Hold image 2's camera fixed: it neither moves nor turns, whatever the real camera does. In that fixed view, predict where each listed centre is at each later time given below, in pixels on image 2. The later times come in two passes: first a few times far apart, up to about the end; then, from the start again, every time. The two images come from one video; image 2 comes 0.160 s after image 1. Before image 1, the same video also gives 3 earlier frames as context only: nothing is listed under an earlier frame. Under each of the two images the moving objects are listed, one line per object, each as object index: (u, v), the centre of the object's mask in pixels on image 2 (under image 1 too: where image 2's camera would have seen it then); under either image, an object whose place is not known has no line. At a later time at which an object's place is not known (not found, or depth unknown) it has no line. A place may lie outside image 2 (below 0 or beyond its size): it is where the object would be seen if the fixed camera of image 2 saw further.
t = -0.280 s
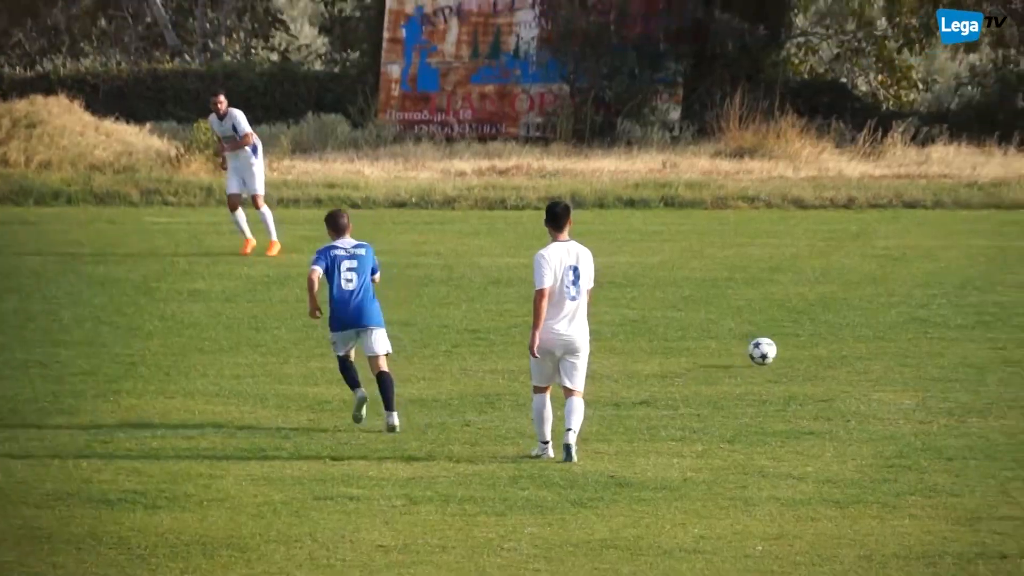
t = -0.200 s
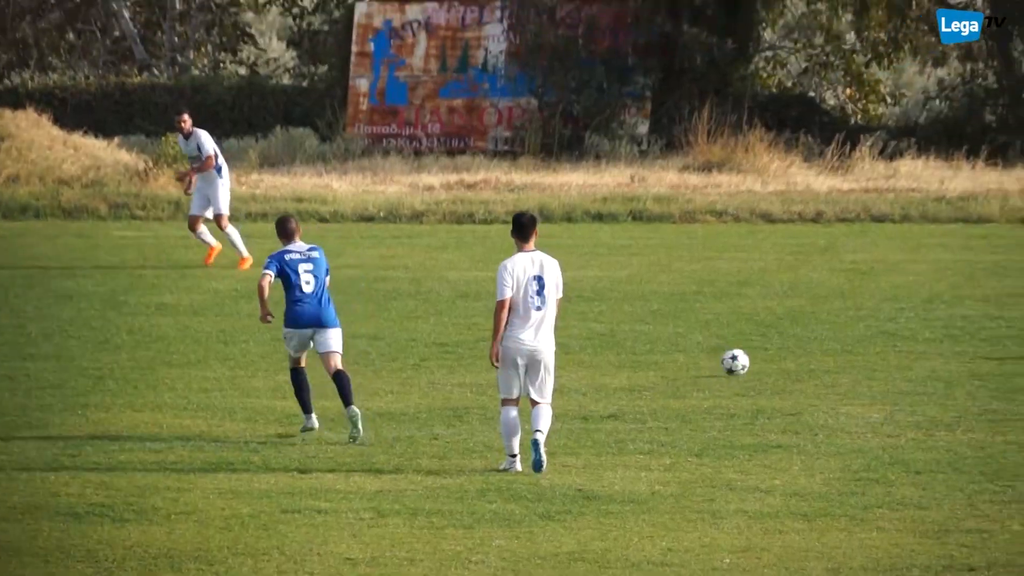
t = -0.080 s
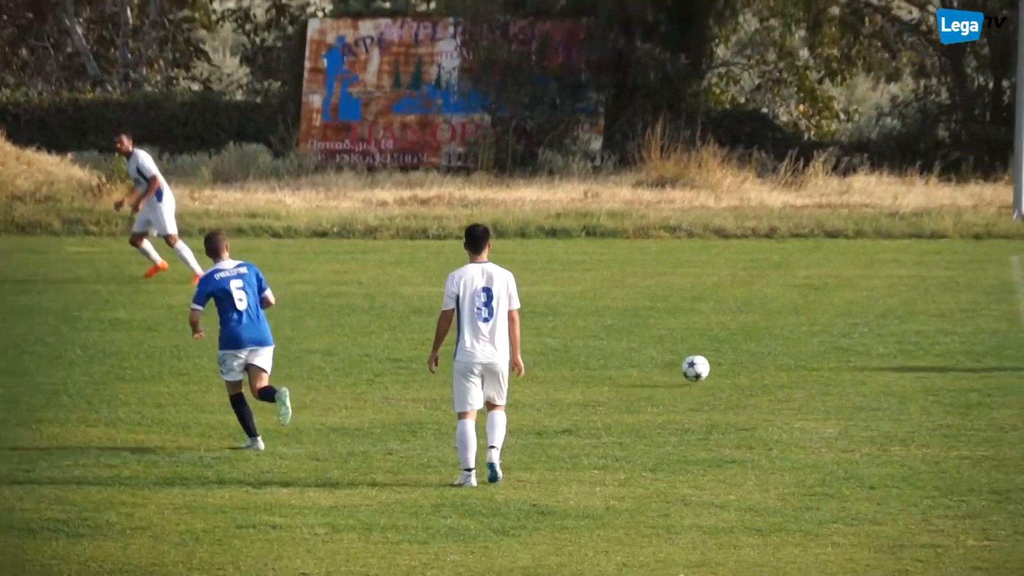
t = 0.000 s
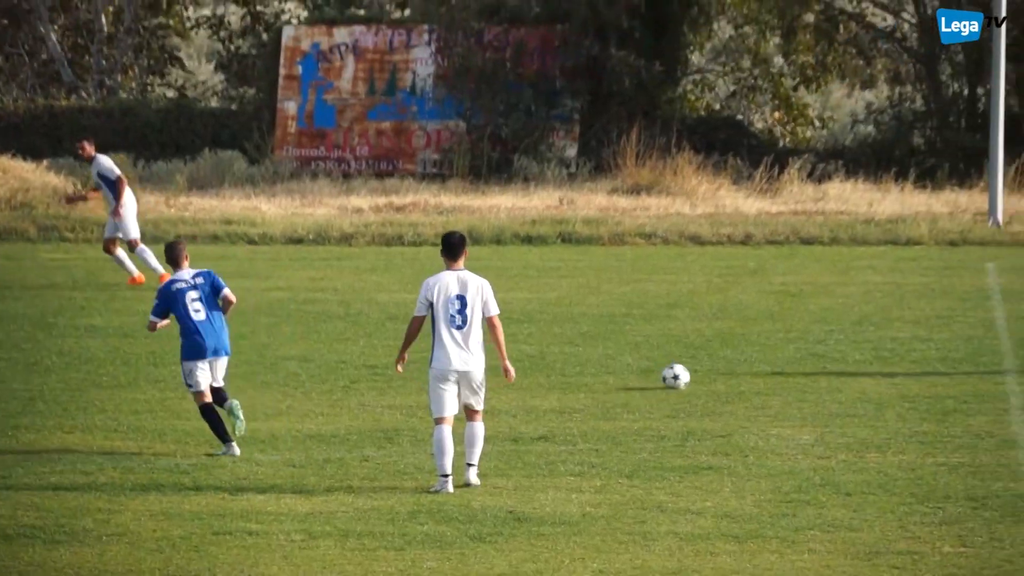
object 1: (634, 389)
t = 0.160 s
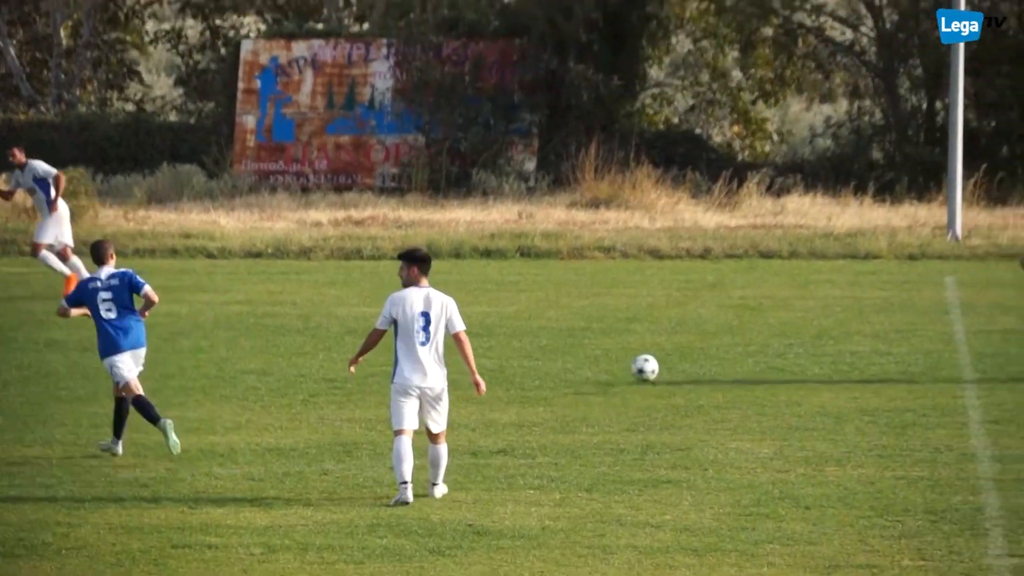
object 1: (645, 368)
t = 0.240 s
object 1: (650, 370)
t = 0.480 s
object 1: (666, 364)
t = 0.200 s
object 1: (647, 367)
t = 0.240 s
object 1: (650, 370)
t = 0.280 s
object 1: (652, 373)
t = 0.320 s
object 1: (655, 377)
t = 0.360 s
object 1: (657, 372)
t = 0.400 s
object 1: (660, 367)
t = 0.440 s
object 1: (663, 365)
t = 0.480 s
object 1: (666, 364)
